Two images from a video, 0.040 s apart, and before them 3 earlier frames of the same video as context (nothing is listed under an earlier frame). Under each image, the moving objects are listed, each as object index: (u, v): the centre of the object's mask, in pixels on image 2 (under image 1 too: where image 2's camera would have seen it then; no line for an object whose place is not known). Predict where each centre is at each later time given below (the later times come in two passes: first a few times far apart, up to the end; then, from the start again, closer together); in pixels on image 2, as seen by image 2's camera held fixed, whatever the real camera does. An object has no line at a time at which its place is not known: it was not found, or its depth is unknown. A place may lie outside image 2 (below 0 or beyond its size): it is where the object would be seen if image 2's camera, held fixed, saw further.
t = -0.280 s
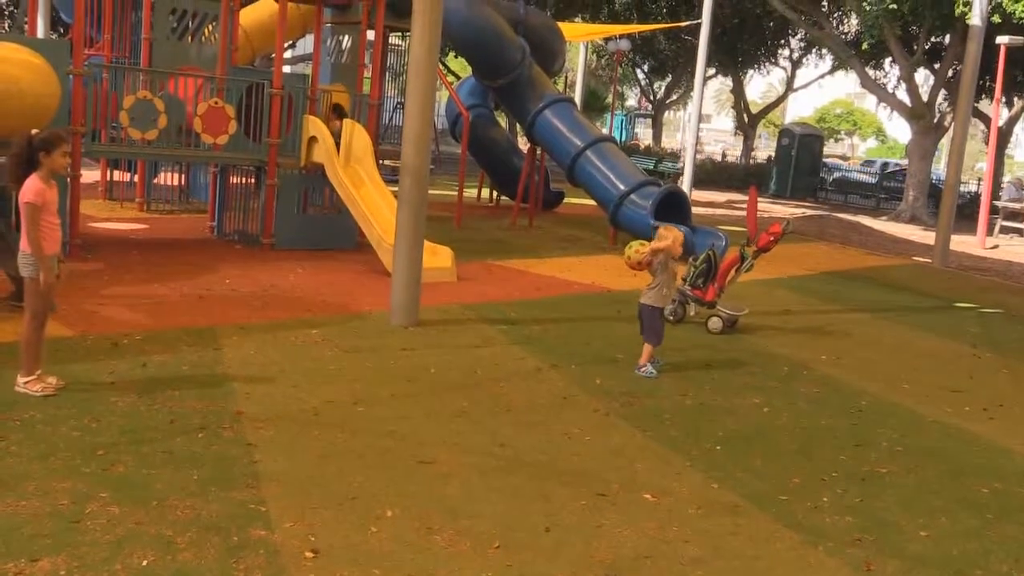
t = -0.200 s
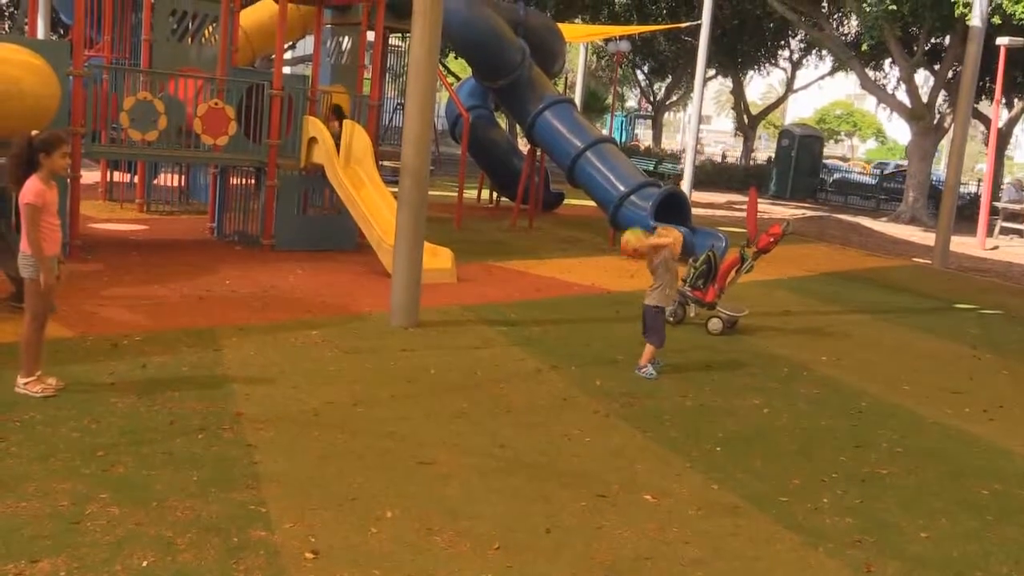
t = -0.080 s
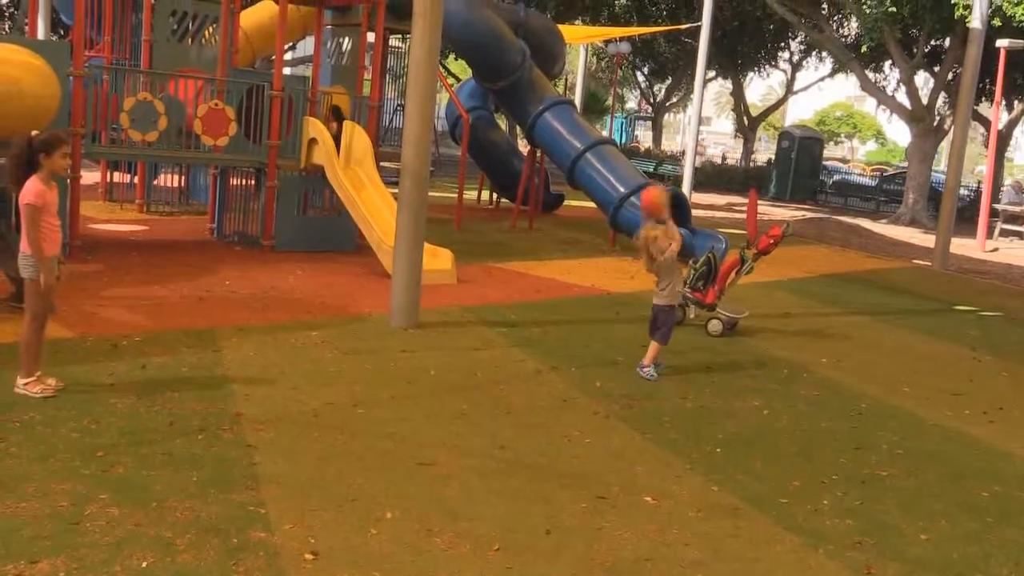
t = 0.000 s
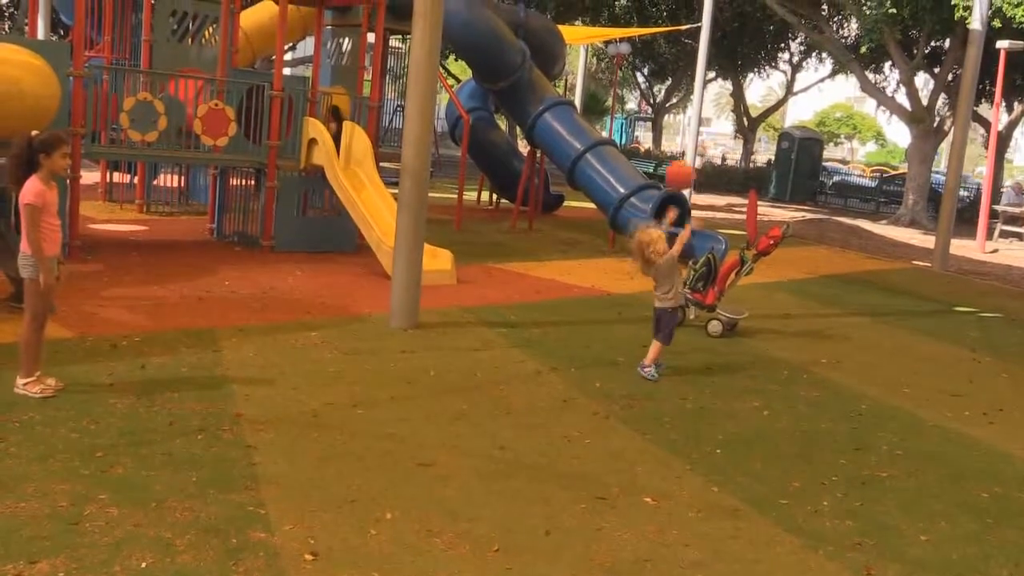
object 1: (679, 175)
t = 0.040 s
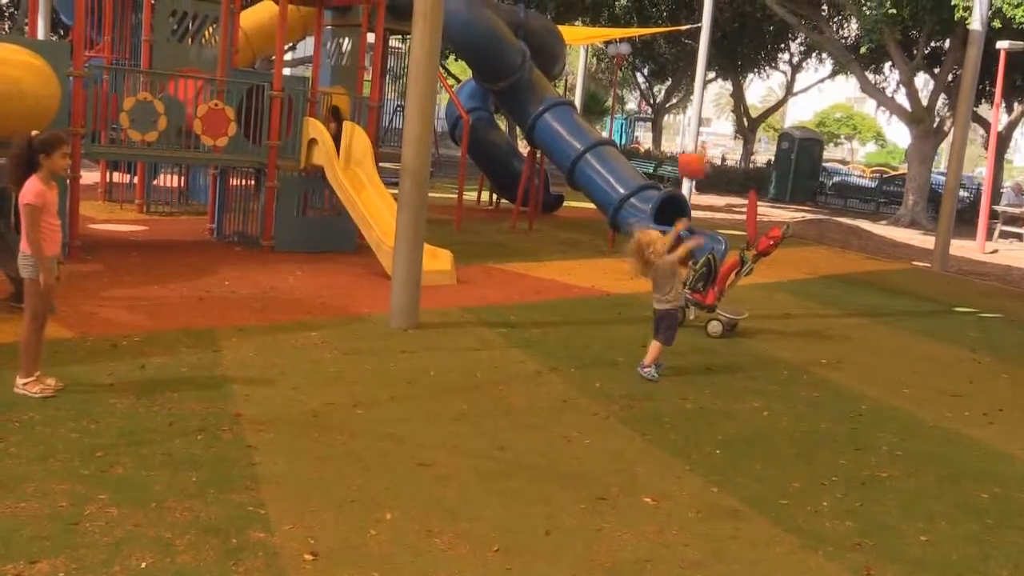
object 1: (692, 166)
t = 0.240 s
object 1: (745, 154)
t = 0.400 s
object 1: (776, 185)
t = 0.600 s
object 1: (794, 266)
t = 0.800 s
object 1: (803, 339)
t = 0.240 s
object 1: (745, 154)
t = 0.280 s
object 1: (754, 160)
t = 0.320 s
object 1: (762, 165)
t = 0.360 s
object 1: (770, 175)
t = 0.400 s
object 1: (776, 185)
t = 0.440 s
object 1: (782, 196)
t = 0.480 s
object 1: (787, 212)
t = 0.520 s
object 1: (792, 228)
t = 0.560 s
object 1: (793, 248)
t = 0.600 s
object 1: (794, 266)
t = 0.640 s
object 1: (798, 290)
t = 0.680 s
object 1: (801, 310)
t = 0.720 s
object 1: (800, 335)
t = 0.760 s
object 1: (801, 359)
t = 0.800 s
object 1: (803, 339)
